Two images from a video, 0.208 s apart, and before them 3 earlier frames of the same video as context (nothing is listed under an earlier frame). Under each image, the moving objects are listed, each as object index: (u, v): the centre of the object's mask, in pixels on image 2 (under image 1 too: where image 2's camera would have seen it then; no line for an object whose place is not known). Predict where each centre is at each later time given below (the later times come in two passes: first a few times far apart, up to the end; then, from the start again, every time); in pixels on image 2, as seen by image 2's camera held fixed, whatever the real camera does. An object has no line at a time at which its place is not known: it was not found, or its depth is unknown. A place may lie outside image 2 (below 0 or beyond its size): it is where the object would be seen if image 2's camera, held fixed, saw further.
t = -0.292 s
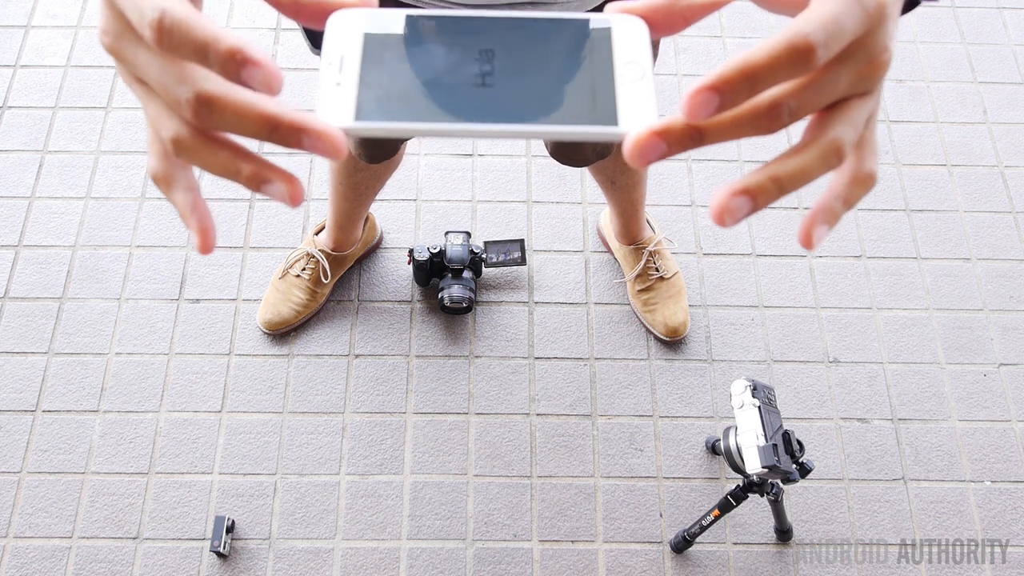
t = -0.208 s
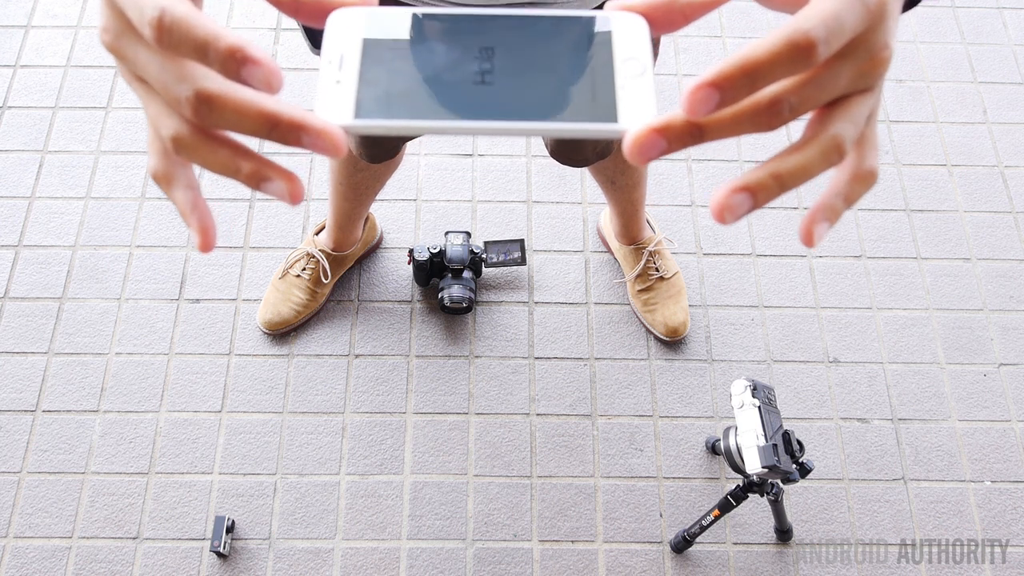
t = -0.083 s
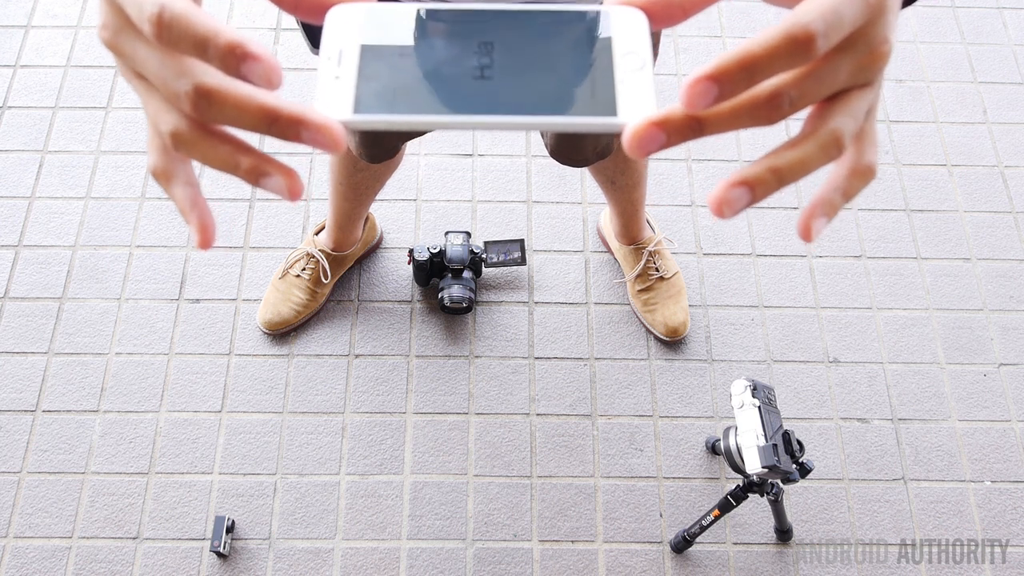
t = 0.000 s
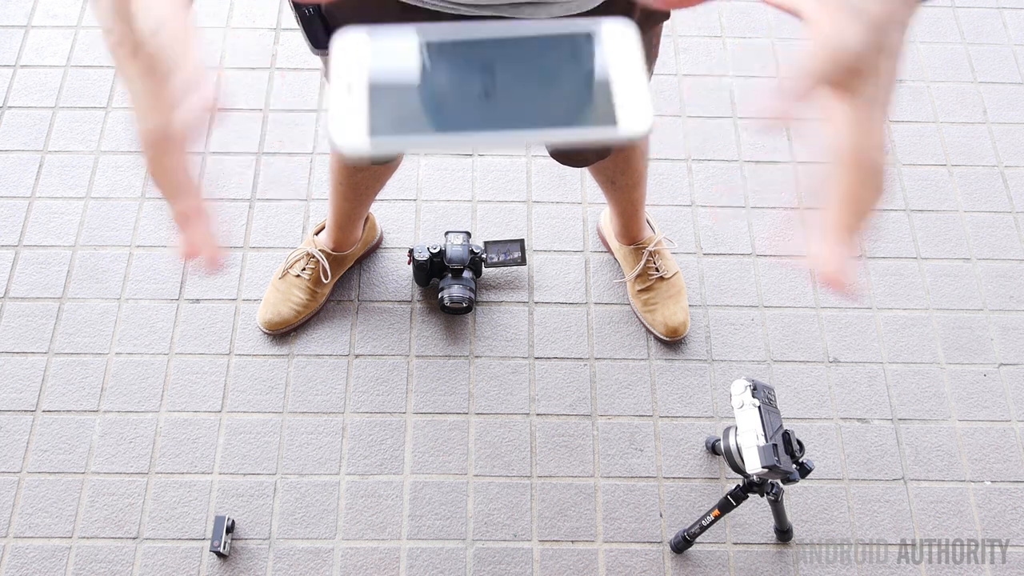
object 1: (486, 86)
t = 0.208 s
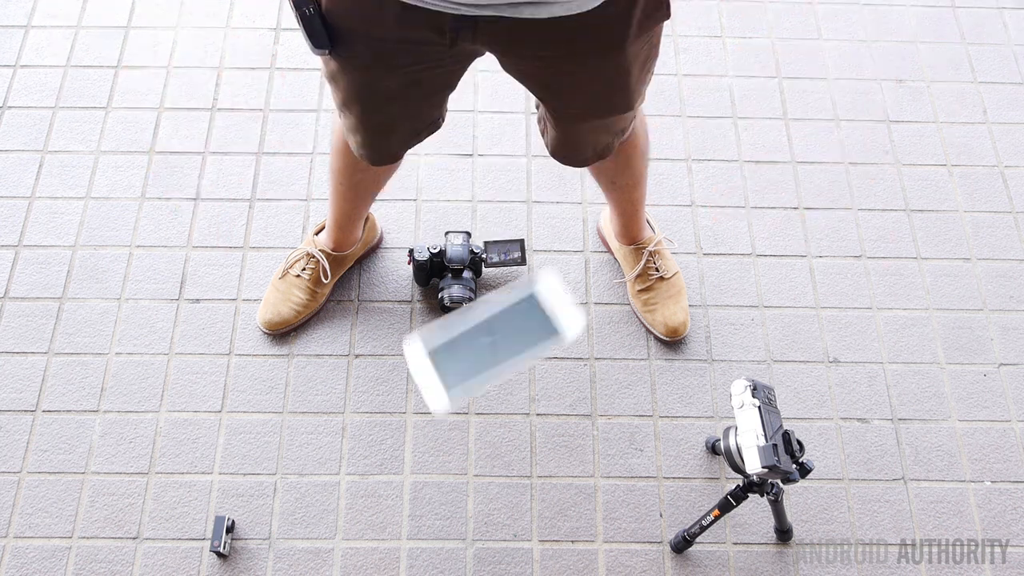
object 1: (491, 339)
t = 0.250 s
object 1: (492, 382)
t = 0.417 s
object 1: (488, 495)
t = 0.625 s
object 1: (488, 485)
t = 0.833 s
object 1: (468, 471)
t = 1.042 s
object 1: (463, 469)
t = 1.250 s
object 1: (463, 469)
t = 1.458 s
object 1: (463, 469)
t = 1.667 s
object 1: (463, 469)
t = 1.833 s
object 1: (463, 469)
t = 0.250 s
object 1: (492, 382)
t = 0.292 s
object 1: (492, 418)
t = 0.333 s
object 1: (491, 448)
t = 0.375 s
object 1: (489, 473)
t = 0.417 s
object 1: (488, 495)
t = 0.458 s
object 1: (488, 505)
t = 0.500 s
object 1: (488, 499)
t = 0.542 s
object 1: (489, 493)
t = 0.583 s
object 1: (489, 489)
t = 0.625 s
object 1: (488, 485)
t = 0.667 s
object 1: (485, 479)
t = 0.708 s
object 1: (480, 476)
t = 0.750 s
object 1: (476, 473)
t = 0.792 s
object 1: (471, 472)
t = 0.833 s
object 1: (468, 471)
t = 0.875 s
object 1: (465, 470)
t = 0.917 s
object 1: (463, 470)
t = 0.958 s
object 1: (463, 469)
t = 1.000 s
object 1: (463, 469)
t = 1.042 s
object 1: (463, 469)
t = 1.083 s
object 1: (463, 469)
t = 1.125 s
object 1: (463, 469)
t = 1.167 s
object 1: (463, 469)
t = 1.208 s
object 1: (463, 469)
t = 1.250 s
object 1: (463, 469)
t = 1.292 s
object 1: (463, 469)
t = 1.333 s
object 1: (463, 469)
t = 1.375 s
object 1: (463, 469)
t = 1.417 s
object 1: (463, 469)
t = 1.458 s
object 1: (463, 469)
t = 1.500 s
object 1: (463, 469)
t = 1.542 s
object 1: (463, 469)
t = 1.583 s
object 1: (463, 469)
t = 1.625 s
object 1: (463, 469)
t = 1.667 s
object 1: (463, 469)
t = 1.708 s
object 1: (463, 469)
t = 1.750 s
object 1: (463, 469)
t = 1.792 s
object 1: (463, 469)
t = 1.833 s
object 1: (463, 469)
